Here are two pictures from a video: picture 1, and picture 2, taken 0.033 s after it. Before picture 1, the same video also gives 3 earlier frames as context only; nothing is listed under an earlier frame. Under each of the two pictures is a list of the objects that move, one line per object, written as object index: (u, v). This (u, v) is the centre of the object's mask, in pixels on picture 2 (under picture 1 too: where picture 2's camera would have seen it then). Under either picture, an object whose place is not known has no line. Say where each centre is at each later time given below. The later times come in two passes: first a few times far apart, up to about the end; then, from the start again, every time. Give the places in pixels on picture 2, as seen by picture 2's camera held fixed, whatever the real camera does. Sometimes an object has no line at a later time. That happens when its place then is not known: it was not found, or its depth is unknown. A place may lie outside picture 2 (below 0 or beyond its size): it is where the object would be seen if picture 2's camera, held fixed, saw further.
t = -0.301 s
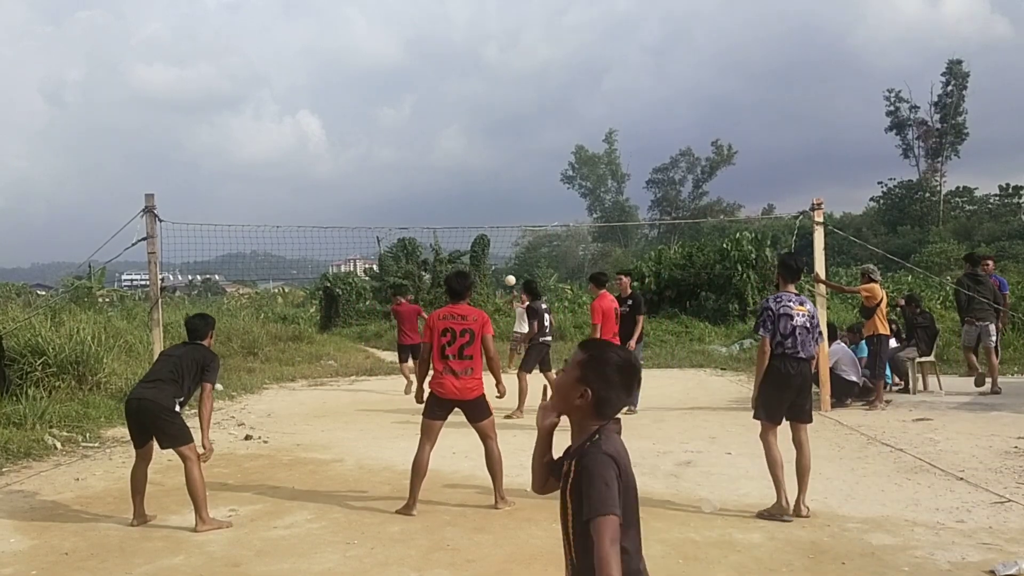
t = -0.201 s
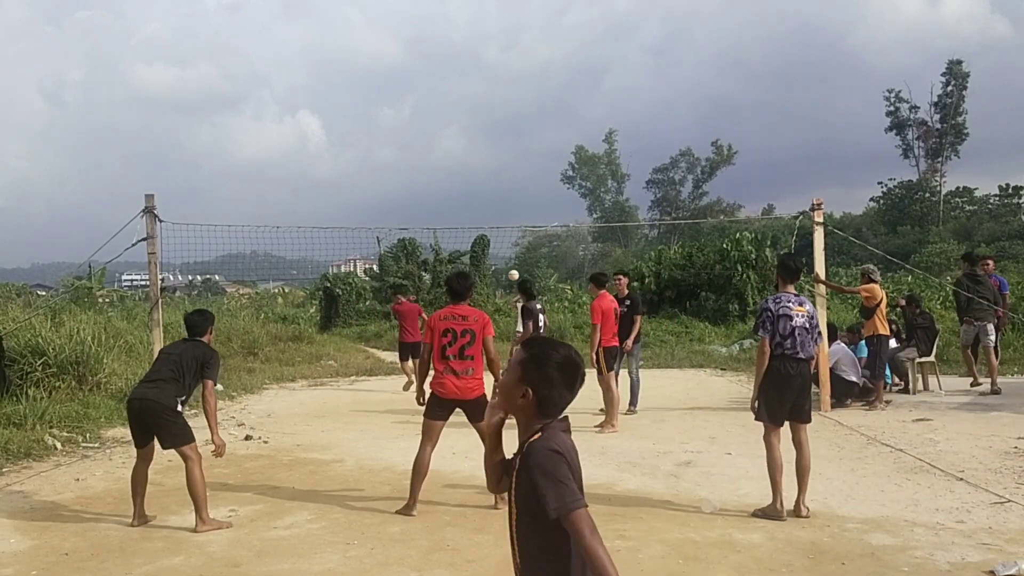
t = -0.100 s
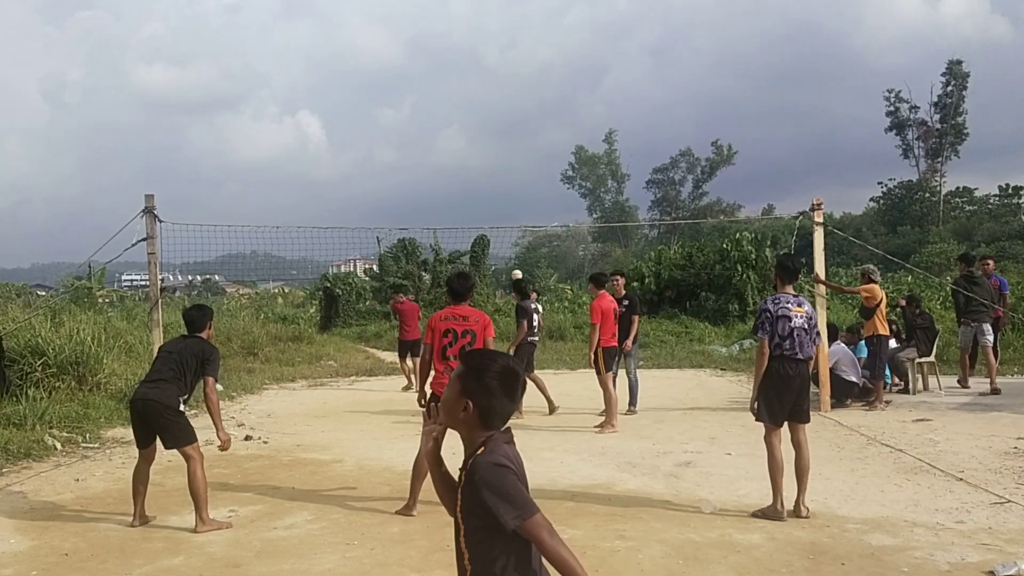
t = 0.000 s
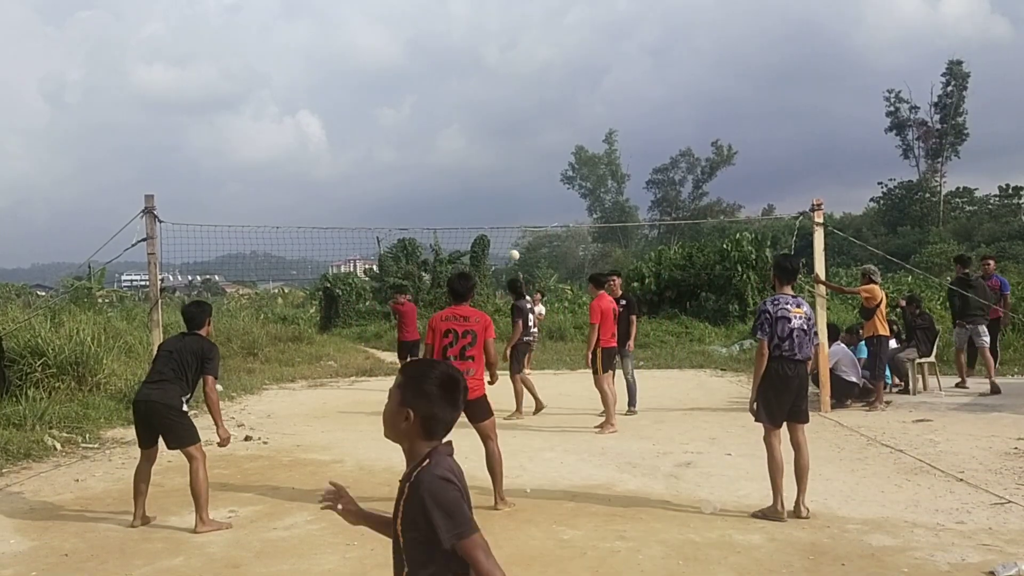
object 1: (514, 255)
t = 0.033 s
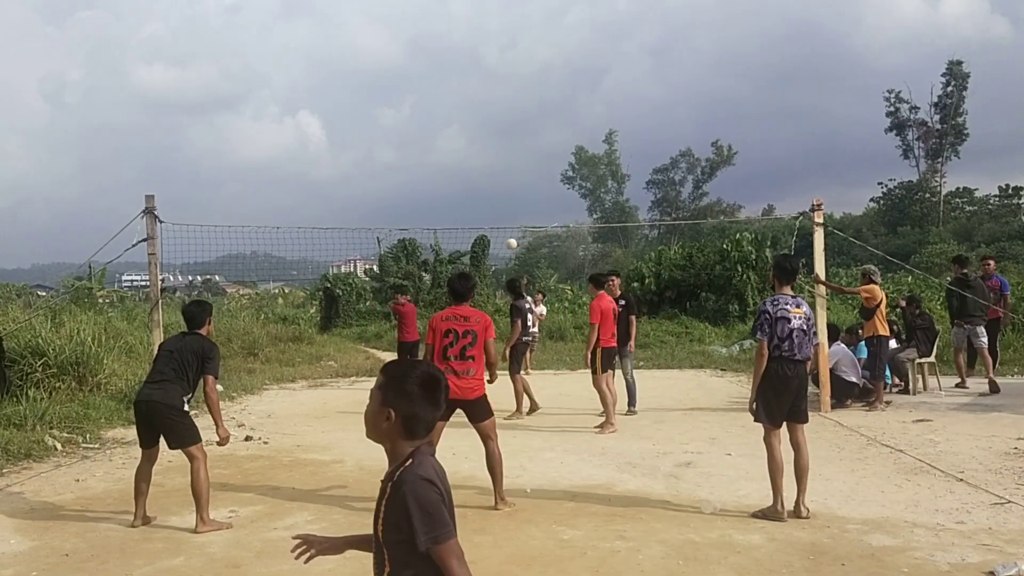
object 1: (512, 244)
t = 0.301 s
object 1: (487, 164)
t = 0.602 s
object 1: (451, 110)
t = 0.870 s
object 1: (412, 107)
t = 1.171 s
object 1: (352, 188)
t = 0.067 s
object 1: (509, 233)
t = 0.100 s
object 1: (506, 222)
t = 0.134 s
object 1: (503, 211)
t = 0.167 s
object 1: (500, 201)
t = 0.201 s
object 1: (497, 191)
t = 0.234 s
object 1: (494, 181)
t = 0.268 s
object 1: (490, 172)
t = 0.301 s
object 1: (487, 164)
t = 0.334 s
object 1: (484, 156)
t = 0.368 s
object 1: (480, 148)
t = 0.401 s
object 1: (476, 141)
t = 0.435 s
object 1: (472, 134)
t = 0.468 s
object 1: (468, 128)
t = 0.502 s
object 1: (464, 123)
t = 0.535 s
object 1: (459, 118)
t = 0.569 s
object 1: (455, 113)
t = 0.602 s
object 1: (451, 110)
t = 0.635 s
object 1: (447, 107)
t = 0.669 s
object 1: (442, 104)
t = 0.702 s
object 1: (437, 103)
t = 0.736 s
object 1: (433, 102)
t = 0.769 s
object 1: (428, 102)
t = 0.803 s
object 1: (423, 103)
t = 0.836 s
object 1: (417, 105)
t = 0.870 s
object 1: (412, 107)
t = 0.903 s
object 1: (406, 111)
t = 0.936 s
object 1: (400, 116)
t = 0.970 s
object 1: (394, 123)
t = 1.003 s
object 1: (388, 130)
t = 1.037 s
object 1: (381, 138)
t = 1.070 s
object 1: (375, 148)
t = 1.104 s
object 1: (368, 160)
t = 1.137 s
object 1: (360, 173)
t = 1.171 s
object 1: (352, 188)
